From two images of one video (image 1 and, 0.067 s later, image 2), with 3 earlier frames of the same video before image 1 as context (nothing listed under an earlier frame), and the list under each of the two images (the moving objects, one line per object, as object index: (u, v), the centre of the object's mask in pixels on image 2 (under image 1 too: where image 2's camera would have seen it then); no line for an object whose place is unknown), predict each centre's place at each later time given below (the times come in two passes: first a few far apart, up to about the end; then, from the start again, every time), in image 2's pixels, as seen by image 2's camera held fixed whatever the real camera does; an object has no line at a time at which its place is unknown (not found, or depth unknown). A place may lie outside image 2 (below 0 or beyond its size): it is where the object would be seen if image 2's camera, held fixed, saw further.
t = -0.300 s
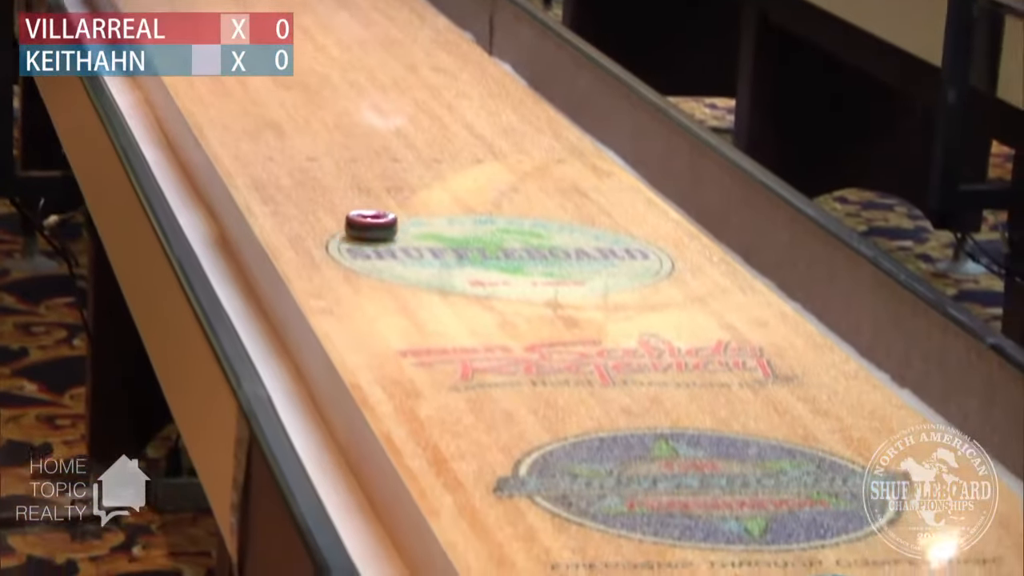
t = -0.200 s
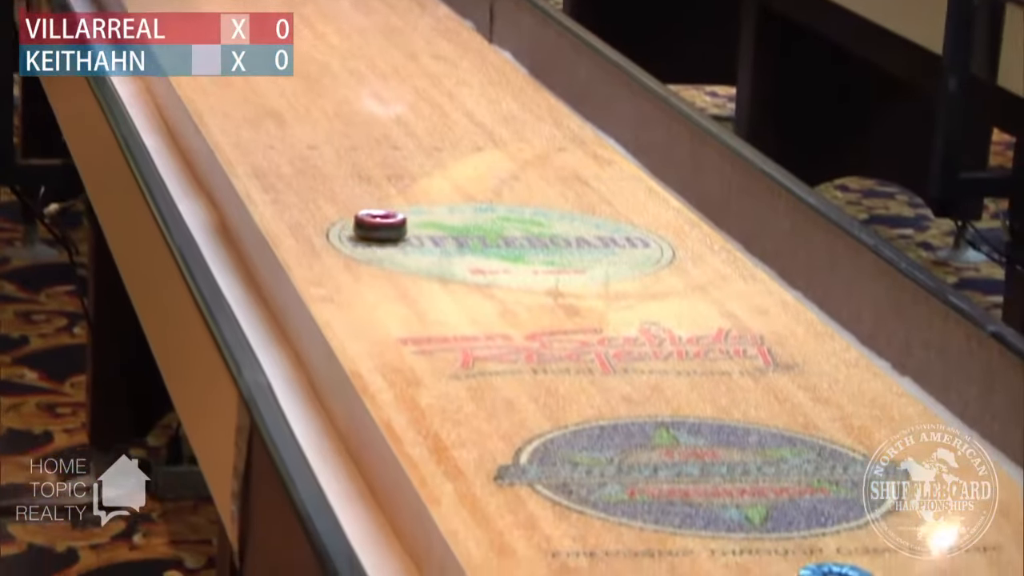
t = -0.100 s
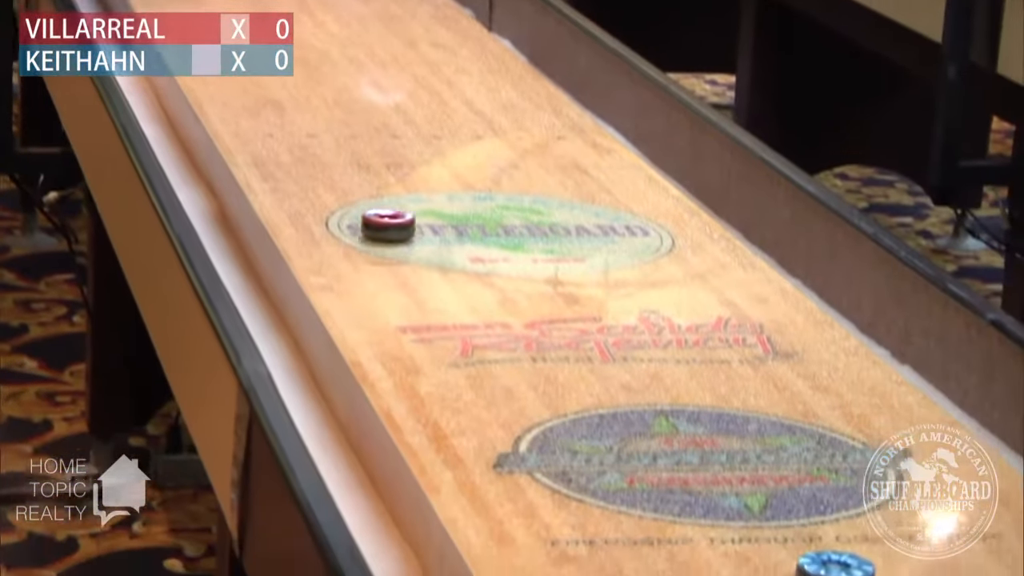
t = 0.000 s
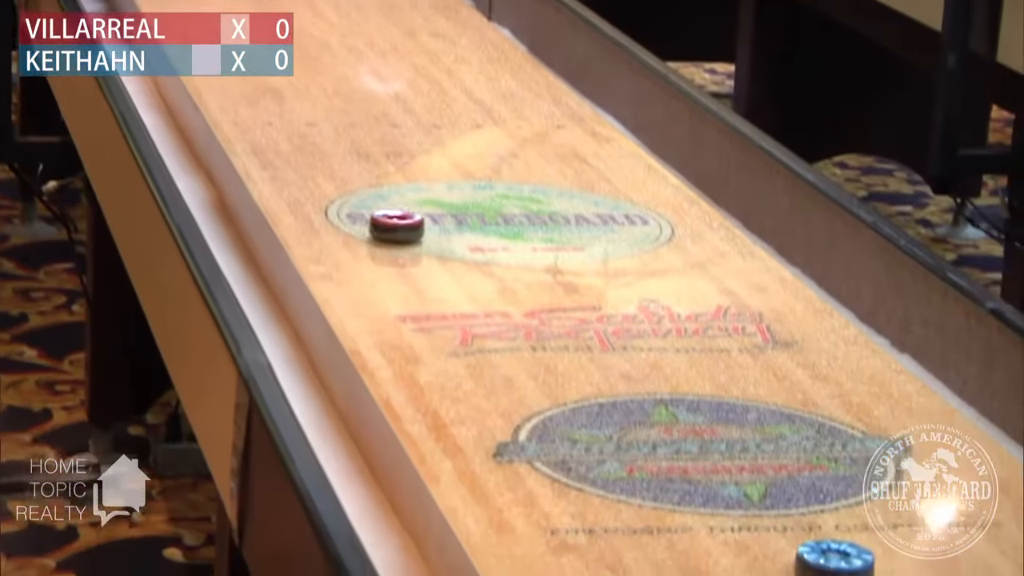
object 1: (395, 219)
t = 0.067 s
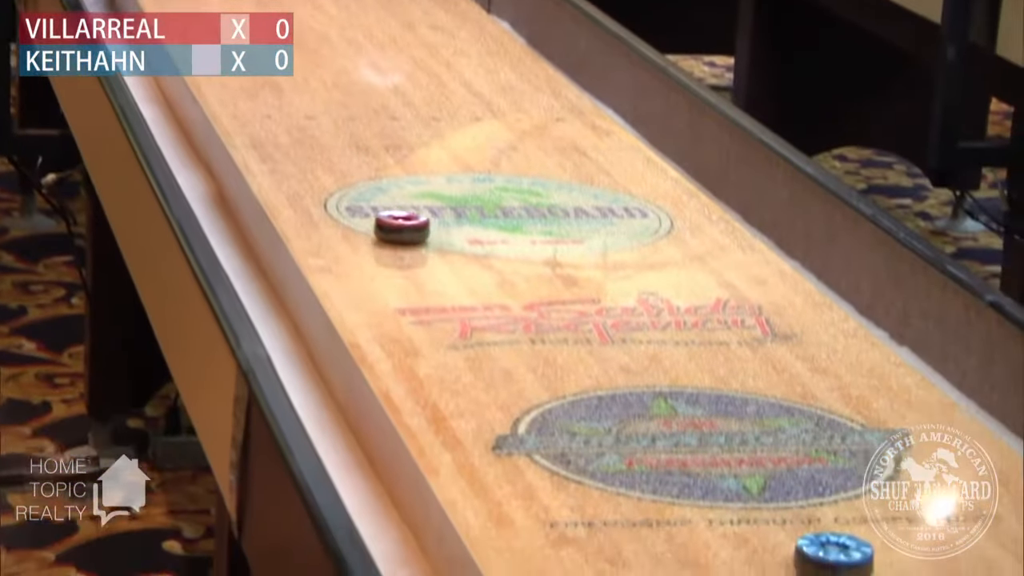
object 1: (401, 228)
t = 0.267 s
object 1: (421, 252)
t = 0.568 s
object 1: (453, 290)
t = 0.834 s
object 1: (483, 324)
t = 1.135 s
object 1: (519, 363)
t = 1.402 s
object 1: (552, 399)
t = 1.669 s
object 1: (589, 435)
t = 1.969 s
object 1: (632, 474)
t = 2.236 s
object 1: (672, 509)
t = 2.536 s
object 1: (717, 546)
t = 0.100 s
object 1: (405, 232)
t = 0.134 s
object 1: (408, 236)
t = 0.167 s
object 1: (411, 240)
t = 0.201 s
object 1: (414, 244)
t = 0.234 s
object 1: (417, 248)
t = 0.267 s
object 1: (421, 252)
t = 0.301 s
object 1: (424, 256)
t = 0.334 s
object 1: (427, 260)
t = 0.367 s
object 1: (431, 264)
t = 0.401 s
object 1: (435, 268)
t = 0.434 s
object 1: (438, 272)
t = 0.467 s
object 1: (442, 277)
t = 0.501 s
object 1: (445, 281)
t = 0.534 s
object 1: (449, 285)
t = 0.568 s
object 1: (453, 290)
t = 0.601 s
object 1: (456, 294)
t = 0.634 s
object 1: (460, 299)
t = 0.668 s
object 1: (464, 303)
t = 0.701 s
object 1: (468, 307)
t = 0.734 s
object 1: (471, 312)
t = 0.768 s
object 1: (475, 315)
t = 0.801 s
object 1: (479, 320)
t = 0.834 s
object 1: (483, 324)
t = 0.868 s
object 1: (487, 328)
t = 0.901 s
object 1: (490, 333)
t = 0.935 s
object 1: (494, 337)
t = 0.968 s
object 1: (498, 341)
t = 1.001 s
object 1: (502, 346)
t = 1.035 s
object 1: (506, 350)
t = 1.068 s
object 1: (510, 355)
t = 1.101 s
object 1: (514, 359)
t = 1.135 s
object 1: (519, 363)
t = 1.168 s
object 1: (523, 368)
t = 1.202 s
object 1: (527, 372)
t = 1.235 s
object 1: (531, 376)
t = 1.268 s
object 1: (535, 381)
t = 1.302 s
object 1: (539, 385)
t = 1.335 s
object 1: (544, 390)
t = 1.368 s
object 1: (548, 394)
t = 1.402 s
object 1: (552, 399)
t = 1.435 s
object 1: (557, 404)
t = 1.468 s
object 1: (561, 408)
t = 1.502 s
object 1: (565, 413)
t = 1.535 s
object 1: (570, 417)
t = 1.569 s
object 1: (575, 421)
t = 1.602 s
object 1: (580, 426)
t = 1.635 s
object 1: (584, 430)
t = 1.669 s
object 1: (589, 435)
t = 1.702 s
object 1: (594, 439)
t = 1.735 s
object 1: (598, 444)
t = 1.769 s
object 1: (603, 448)
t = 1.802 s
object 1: (608, 453)
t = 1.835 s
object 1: (612, 457)
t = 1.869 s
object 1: (617, 461)
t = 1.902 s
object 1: (622, 466)
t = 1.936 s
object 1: (627, 470)
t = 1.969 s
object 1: (632, 474)
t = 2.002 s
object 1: (637, 478)
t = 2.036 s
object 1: (642, 483)
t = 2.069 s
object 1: (647, 487)
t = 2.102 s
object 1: (652, 492)
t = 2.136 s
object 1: (657, 496)
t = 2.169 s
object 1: (662, 500)
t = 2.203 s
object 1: (667, 504)
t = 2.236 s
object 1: (672, 509)
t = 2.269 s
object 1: (677, 513)
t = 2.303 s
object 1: (682, 517)
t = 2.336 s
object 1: (687, 521)
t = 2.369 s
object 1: (692, 525)
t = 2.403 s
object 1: (697, 529)
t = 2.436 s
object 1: (702, 534)
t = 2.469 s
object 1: (707, 538)
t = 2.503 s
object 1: (712, 542)
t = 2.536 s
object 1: (717, 546)
